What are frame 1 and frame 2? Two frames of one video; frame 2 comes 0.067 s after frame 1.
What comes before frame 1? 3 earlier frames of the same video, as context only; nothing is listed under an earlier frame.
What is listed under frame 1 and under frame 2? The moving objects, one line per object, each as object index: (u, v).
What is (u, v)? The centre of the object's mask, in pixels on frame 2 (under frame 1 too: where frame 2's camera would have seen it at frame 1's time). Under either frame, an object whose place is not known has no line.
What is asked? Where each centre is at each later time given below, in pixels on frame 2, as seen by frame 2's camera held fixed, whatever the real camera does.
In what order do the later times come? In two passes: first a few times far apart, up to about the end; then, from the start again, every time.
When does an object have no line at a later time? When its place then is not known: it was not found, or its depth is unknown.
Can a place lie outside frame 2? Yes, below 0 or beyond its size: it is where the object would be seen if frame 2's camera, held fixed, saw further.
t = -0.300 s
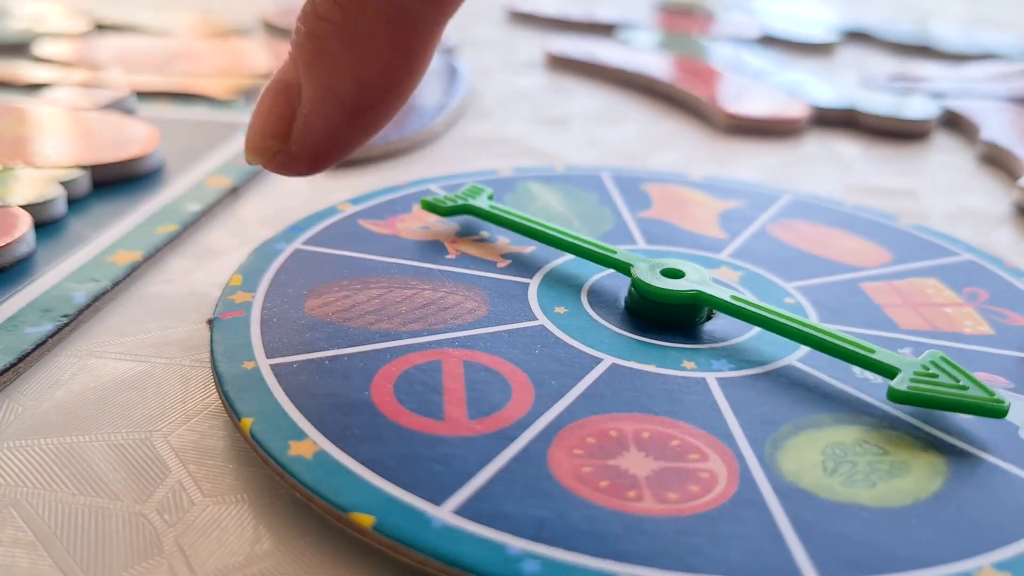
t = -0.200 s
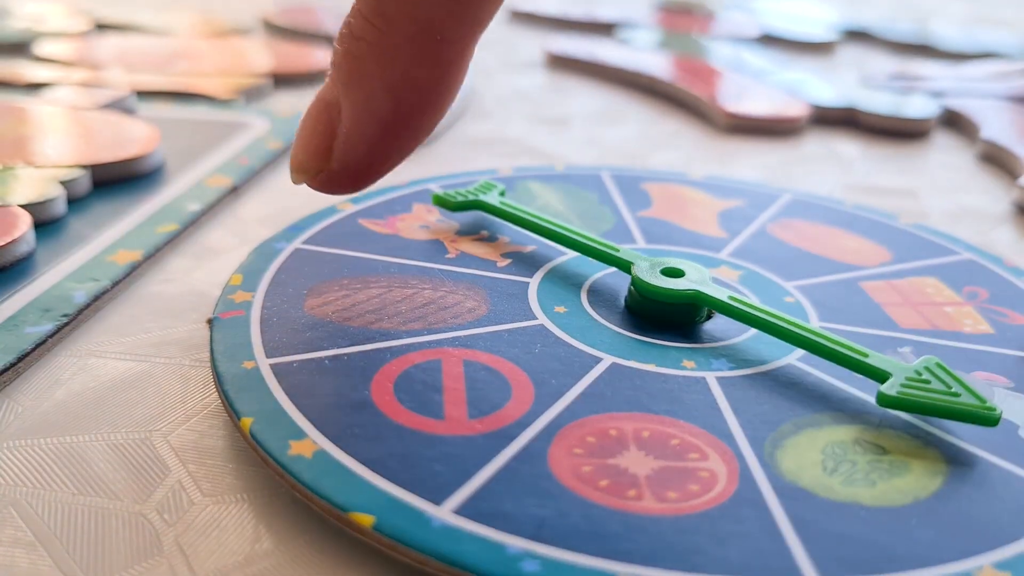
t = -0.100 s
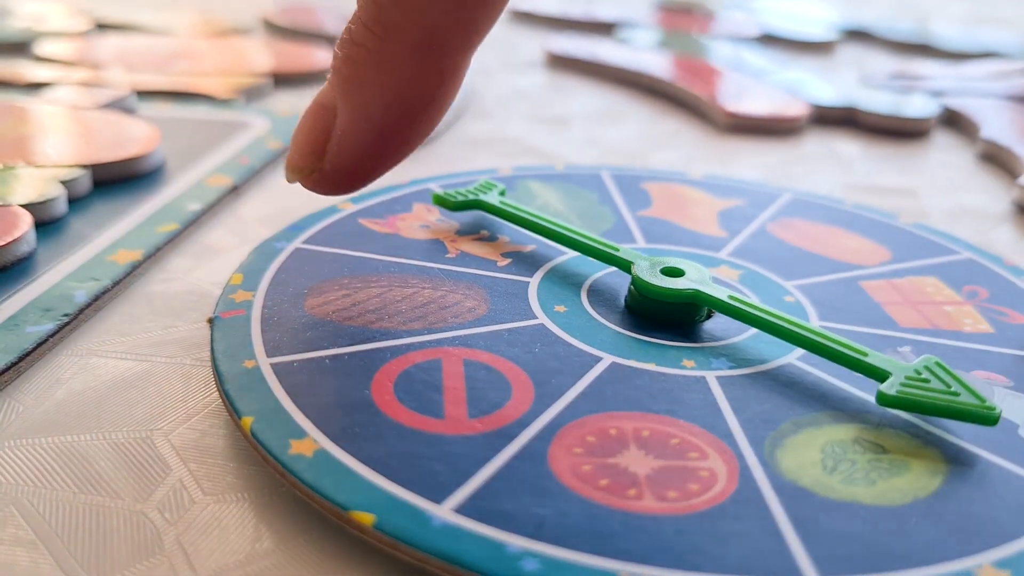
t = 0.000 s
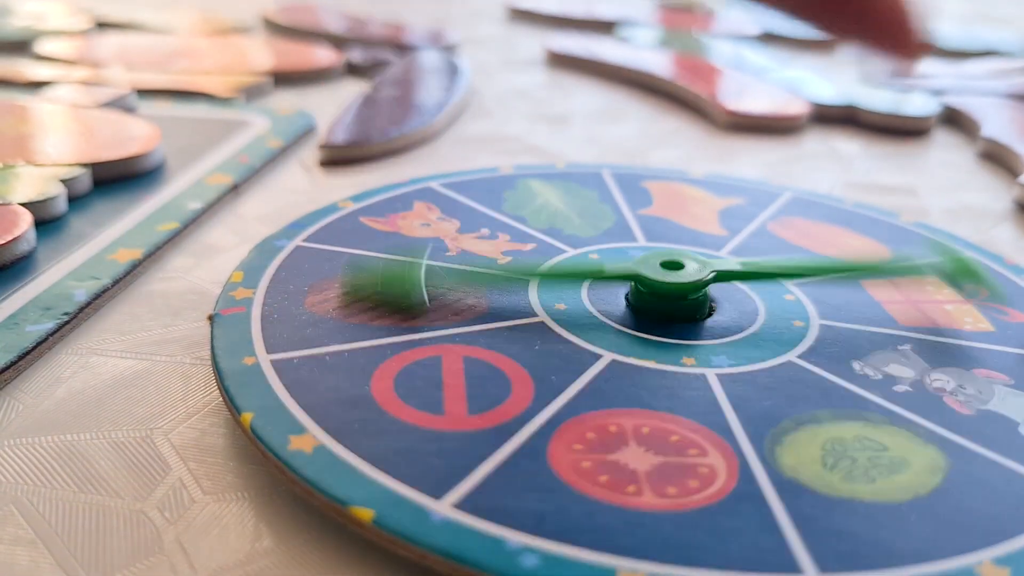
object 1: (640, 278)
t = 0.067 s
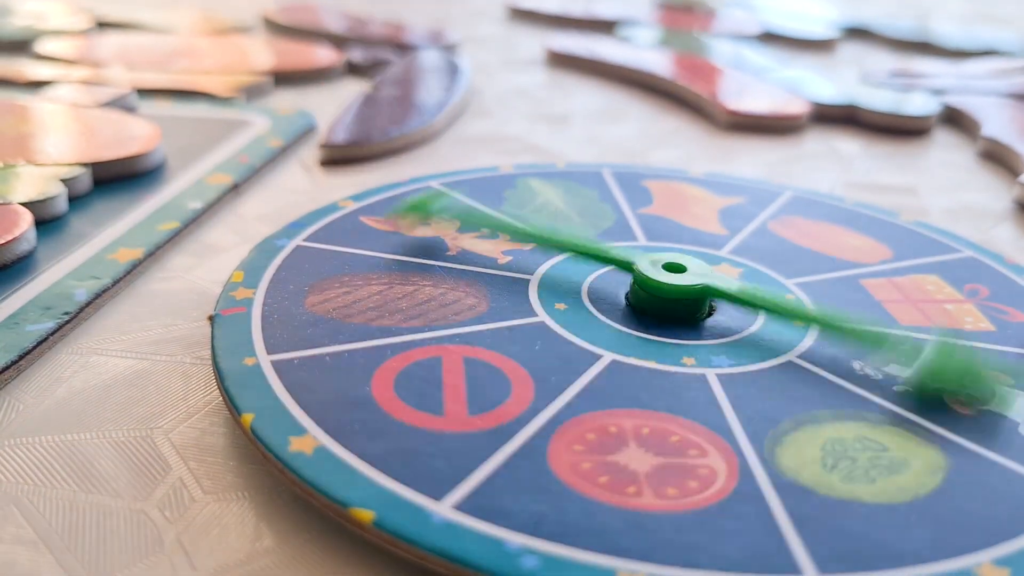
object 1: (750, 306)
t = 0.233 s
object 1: (613, 291)
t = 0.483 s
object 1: (735, 303)
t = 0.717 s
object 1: (615, 312)
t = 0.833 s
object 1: (615, 296)
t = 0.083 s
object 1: (689, 324)
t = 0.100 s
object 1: (607, 313)
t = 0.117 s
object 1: (677, 280)
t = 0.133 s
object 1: (713, 303)
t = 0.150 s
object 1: (655, 329)
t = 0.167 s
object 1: (616, 287)
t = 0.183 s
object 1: (711, 287)
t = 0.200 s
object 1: (701, 303)
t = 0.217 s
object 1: (650, 315)
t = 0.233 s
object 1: (613, 291)
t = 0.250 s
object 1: (710, 287)
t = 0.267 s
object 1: (717, 319)
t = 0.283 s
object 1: (642, 334)
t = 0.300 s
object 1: (621, 288)
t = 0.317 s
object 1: (697, 284)
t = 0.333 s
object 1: (740, 319)
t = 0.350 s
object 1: (673, 328)
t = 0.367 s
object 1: (612, 306)
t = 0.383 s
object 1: (640, 281)
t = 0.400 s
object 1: (732, 299)
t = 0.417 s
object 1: (713, 327)
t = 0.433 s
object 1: (644, 322)
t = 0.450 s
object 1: (619, 291)
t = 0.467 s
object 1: (672, 279)
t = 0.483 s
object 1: (735, 303)
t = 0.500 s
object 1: (708, 330)
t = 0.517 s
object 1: (645, 323)
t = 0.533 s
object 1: (612, 298)
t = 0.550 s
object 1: (650, 280)
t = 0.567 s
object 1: (729, 297)
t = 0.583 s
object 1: (718, 320)
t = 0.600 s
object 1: (668, 334)
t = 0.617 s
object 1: (619, 307)
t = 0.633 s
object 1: (632, 284)
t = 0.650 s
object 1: (694, 283)
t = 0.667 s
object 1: (740, 306)
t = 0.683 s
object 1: (725, 341)
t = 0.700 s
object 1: (659, 341)
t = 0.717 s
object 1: (615, 312)
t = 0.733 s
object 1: (623, 287)
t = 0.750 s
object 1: (675, 281)
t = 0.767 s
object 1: (734, 300)
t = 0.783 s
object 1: (731, 324)
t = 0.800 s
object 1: (687, 338)
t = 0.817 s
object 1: (632, 322)
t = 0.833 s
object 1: (615, 296)
